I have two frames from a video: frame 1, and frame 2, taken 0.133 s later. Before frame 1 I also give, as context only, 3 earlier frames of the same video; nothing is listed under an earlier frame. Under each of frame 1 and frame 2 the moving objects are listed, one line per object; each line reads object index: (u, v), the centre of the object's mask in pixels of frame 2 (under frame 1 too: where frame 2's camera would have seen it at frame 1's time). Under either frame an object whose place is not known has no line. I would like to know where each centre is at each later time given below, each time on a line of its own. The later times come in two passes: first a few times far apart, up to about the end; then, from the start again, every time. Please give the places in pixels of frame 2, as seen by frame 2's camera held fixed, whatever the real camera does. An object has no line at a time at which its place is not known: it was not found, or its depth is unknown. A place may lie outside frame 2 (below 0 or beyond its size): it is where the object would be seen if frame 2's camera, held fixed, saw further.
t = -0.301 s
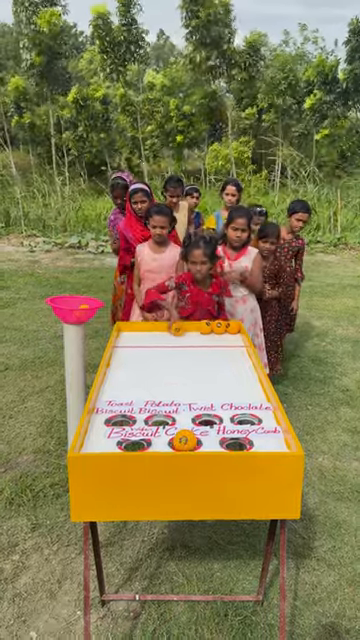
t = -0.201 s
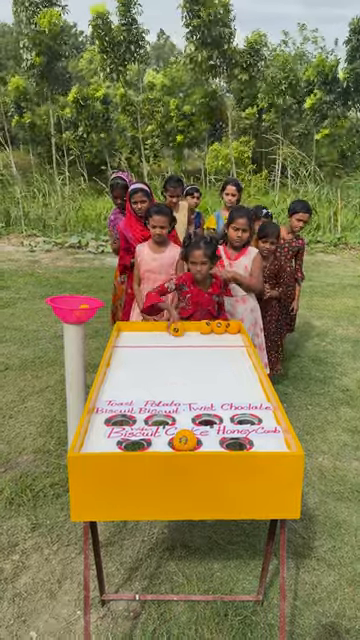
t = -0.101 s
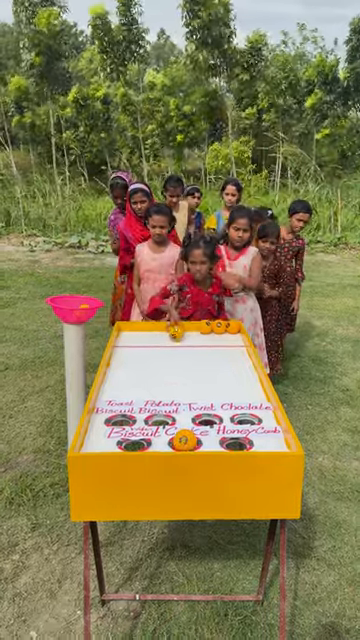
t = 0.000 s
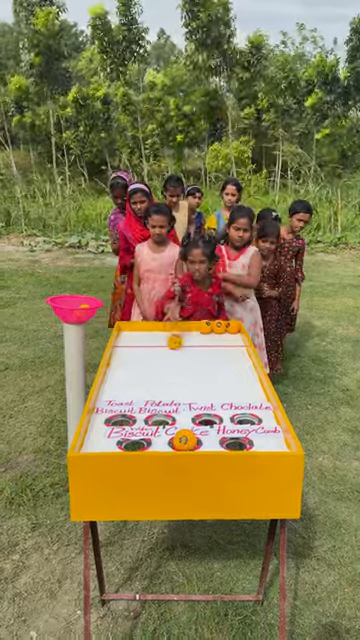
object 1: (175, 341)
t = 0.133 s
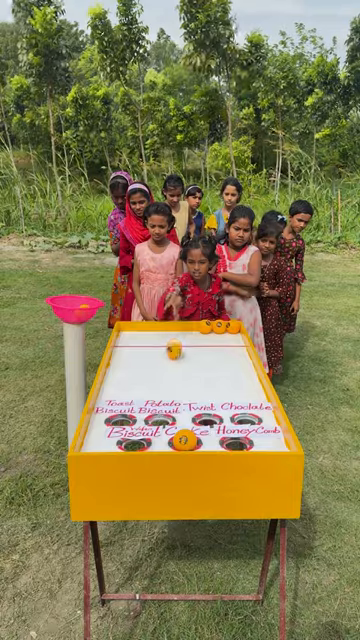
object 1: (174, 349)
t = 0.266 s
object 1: (172, 361)
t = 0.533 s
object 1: (169, 382)
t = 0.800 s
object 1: (164, 405)
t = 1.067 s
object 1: (142, 409)
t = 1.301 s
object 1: (119, 414)
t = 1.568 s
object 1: (120, 417)
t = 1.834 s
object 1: (120, 416)
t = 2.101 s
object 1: (120, 416)
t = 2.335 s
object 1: (120, 416)
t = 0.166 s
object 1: (174, 353)
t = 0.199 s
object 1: (173, 355)
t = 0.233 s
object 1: (173, 358)
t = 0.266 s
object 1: (172, 361)
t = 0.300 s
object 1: (172, 364)
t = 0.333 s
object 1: (172, 366)
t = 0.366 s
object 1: (171, 369)
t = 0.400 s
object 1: (171, 372)
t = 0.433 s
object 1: (170, 374)
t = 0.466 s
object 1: (170, 377)
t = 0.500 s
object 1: (169, 380)
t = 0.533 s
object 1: (169, 382)
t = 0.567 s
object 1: (169, 385)
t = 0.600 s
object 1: (168, 388)
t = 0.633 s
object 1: (167, 390)
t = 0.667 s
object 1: (166, 394)
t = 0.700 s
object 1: (166, 397)
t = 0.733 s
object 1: (165, 399)
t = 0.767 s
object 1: (164, 403)
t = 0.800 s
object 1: (164, 405)
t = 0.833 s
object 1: (162, 409)
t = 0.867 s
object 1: (161, 415)
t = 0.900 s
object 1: (156, 414)
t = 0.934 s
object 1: (152, 411)
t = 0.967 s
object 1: (149, 410)
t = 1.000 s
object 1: (147, 410)
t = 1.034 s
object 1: (146, 410)
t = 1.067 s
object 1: (142, 409)
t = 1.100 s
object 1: (139, 409)
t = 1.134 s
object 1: (136, 409)
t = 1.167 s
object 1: (133, 408)
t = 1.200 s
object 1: (130, 409)
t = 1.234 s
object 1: (127, 409)
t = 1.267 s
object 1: (123, 410)
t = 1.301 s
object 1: (119, 414)
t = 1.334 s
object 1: (119, 415)
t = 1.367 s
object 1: (119, 416)
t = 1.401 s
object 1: (121, 416)
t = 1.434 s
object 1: (120, 416)
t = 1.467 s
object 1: (119, 416)
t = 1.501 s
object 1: (120, 416)
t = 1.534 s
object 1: (120, 416)
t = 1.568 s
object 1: (120, 417)
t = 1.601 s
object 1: (120, 416)
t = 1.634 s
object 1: (120, 416)
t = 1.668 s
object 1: (120, 417)
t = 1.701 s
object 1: (120, 416)
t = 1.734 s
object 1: (120, 416)
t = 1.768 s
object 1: (120, 416)
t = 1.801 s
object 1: (120, 416)
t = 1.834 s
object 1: (120, 416)
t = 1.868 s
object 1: (120, 416)
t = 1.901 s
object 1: (120, 416)
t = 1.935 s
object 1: (120, 417)
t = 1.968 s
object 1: (120, 416)
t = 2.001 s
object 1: (120, 416)
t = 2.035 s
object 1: (120, 416)
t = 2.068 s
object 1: (120, 416)
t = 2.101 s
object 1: (120, 416)
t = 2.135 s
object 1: (120, 416)
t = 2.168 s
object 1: (120, 416)
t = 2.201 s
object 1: (120, 416)
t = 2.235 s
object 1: (120, 416)
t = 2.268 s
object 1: (120, 416)
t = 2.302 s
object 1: (120, 416)
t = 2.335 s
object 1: (120, 416)
